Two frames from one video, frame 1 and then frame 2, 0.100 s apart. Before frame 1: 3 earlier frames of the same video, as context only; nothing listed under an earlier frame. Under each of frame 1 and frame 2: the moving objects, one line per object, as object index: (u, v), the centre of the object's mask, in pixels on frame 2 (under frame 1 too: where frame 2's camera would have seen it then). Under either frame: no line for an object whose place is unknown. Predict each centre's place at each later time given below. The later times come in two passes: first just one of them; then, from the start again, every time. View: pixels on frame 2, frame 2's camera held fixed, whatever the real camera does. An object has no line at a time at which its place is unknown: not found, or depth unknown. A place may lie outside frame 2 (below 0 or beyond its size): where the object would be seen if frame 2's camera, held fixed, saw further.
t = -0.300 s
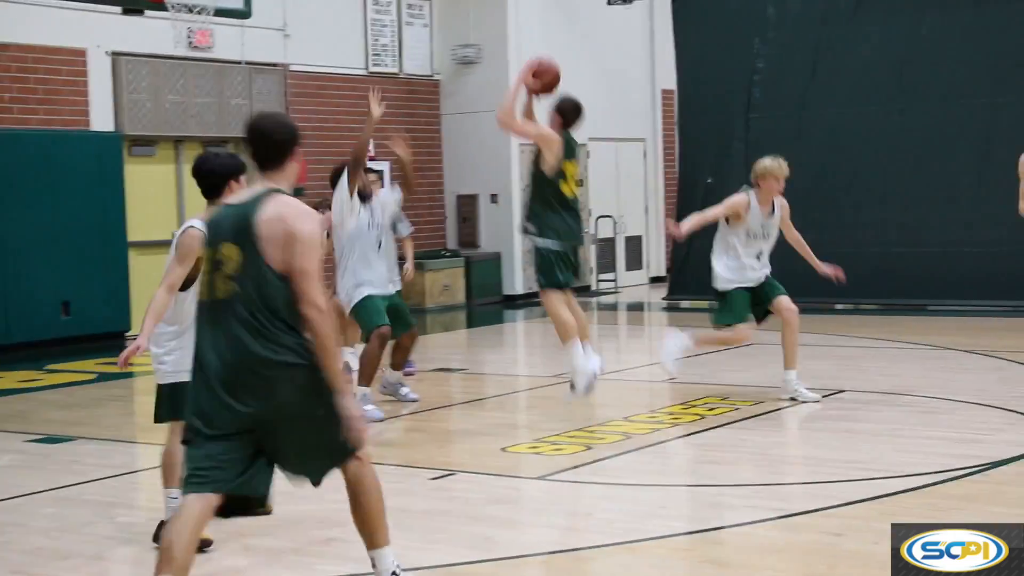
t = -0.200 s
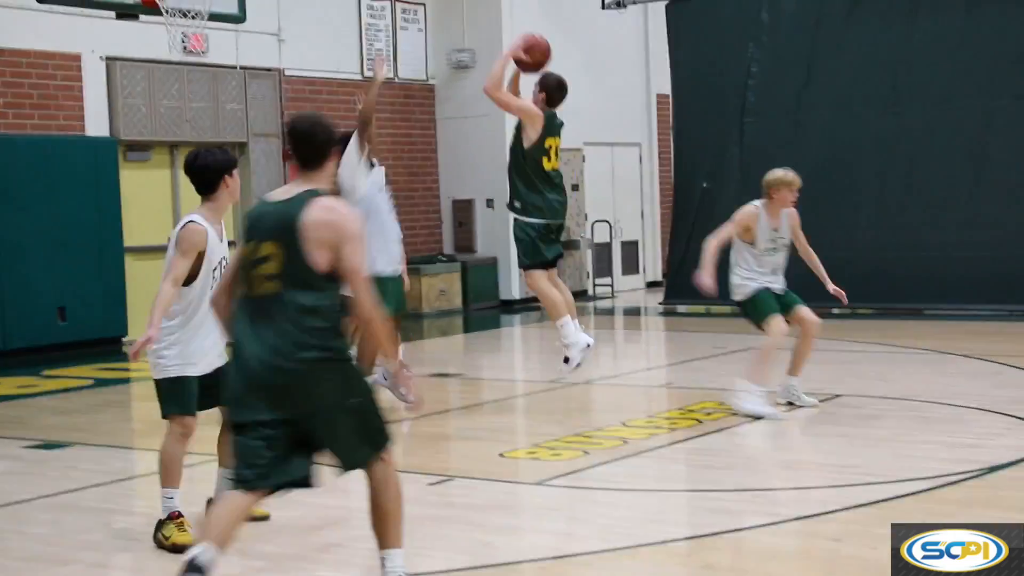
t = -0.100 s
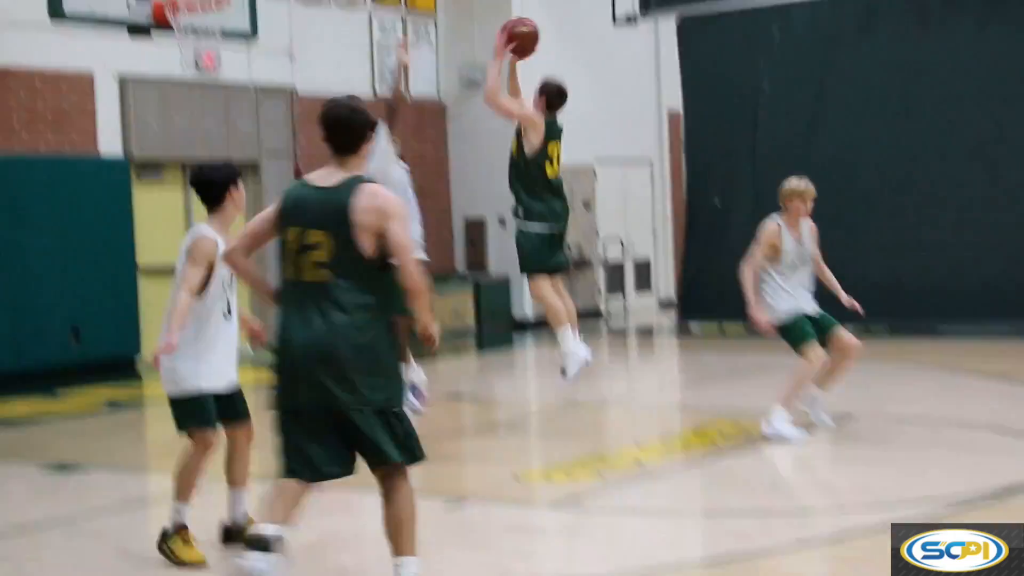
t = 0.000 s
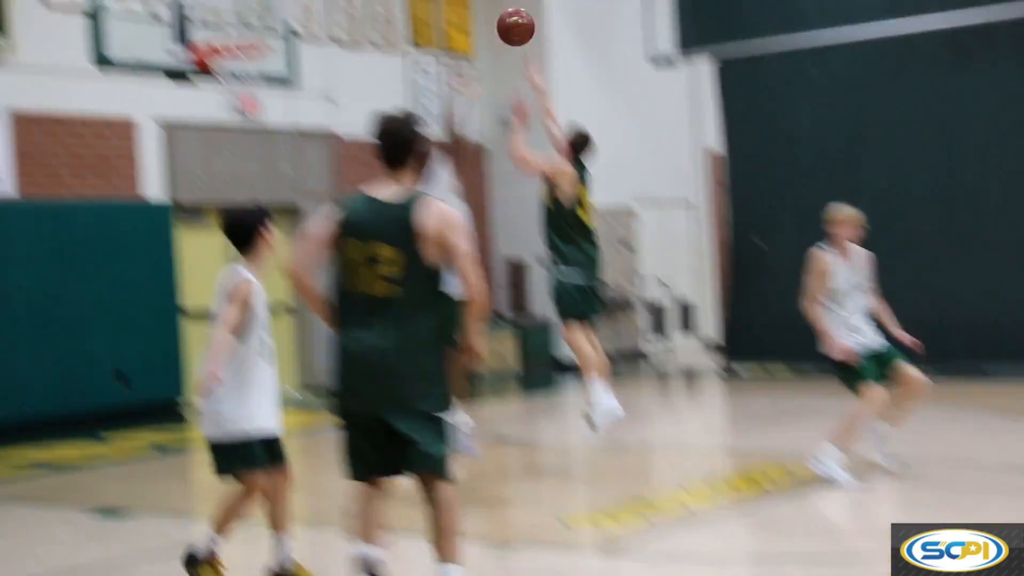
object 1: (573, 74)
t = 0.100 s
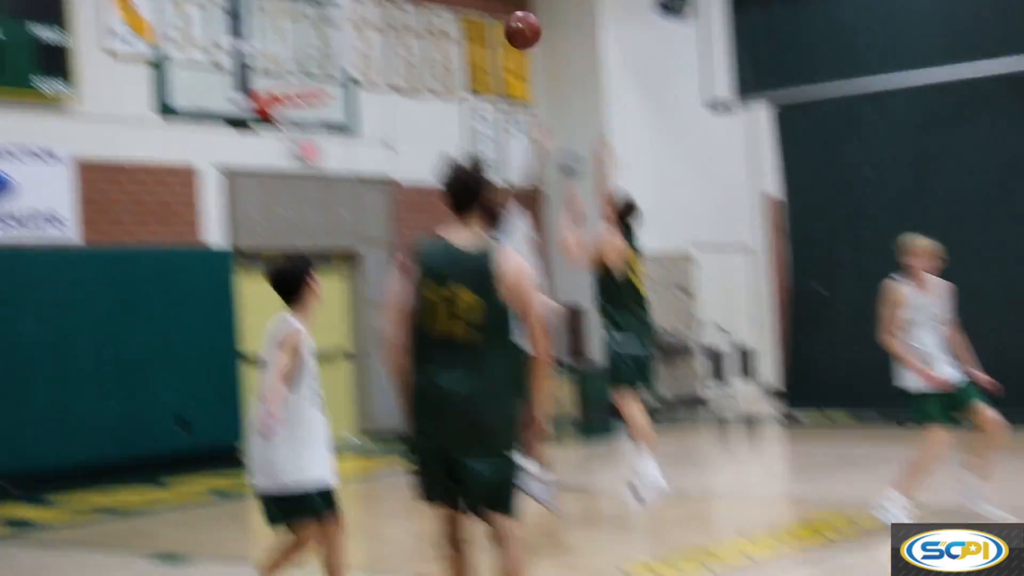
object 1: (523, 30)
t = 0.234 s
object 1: (466, 2)
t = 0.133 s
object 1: (508, 20)
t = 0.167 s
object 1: (495, 12)
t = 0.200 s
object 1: (480, 7)
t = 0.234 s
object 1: (466, 2)
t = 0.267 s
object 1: (450, -6)
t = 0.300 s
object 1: (436, -6)
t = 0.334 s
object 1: (423, -2)
